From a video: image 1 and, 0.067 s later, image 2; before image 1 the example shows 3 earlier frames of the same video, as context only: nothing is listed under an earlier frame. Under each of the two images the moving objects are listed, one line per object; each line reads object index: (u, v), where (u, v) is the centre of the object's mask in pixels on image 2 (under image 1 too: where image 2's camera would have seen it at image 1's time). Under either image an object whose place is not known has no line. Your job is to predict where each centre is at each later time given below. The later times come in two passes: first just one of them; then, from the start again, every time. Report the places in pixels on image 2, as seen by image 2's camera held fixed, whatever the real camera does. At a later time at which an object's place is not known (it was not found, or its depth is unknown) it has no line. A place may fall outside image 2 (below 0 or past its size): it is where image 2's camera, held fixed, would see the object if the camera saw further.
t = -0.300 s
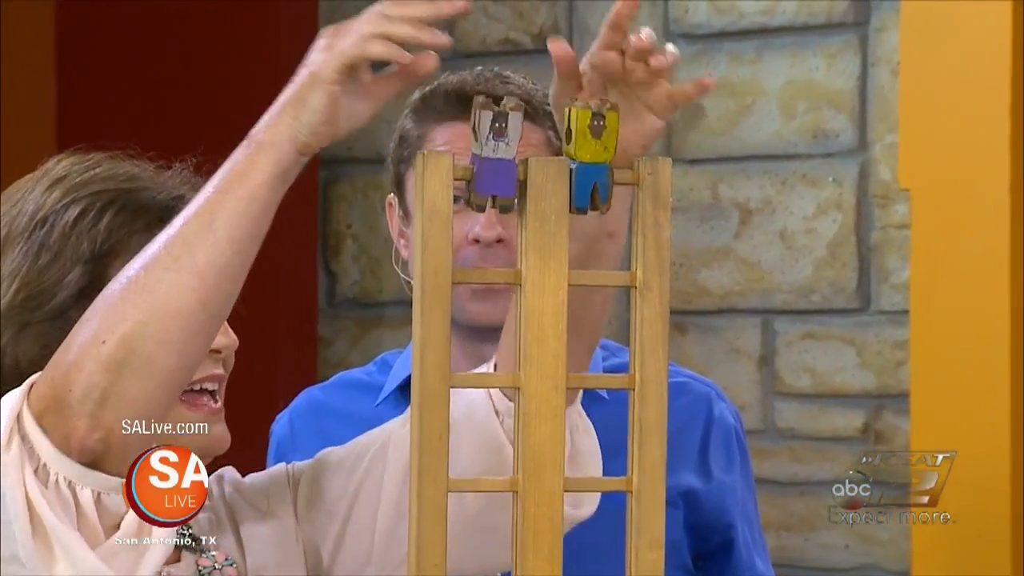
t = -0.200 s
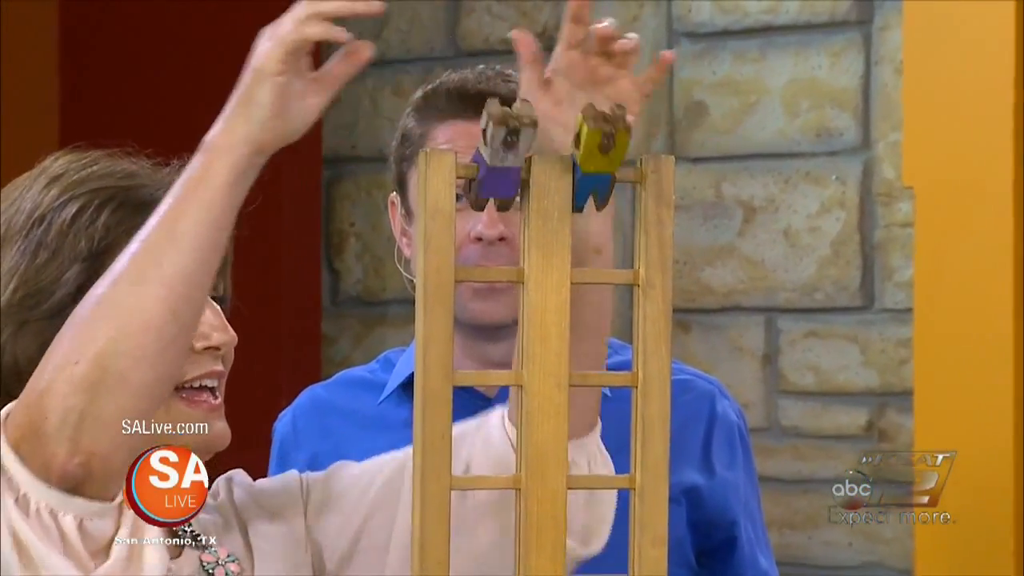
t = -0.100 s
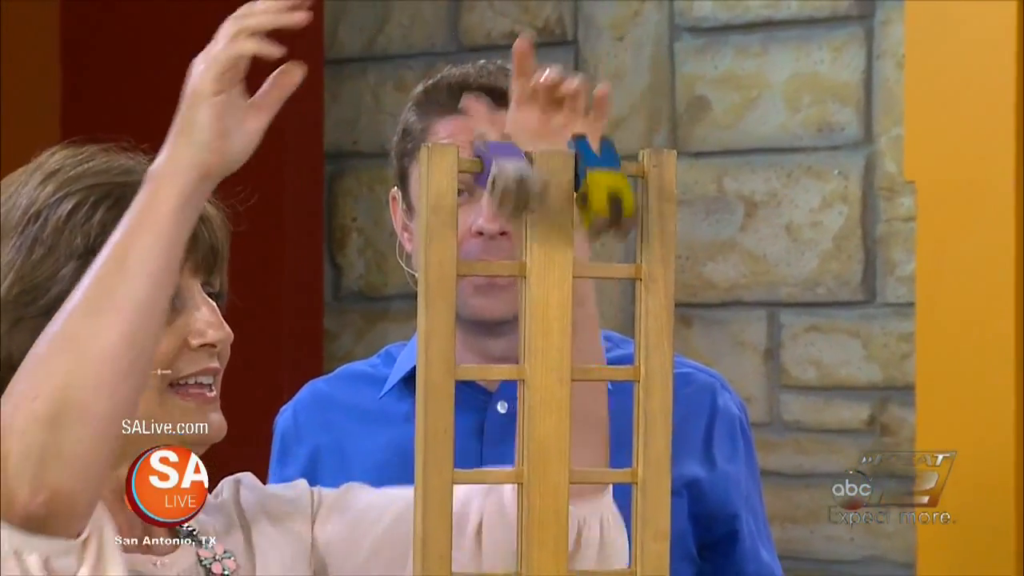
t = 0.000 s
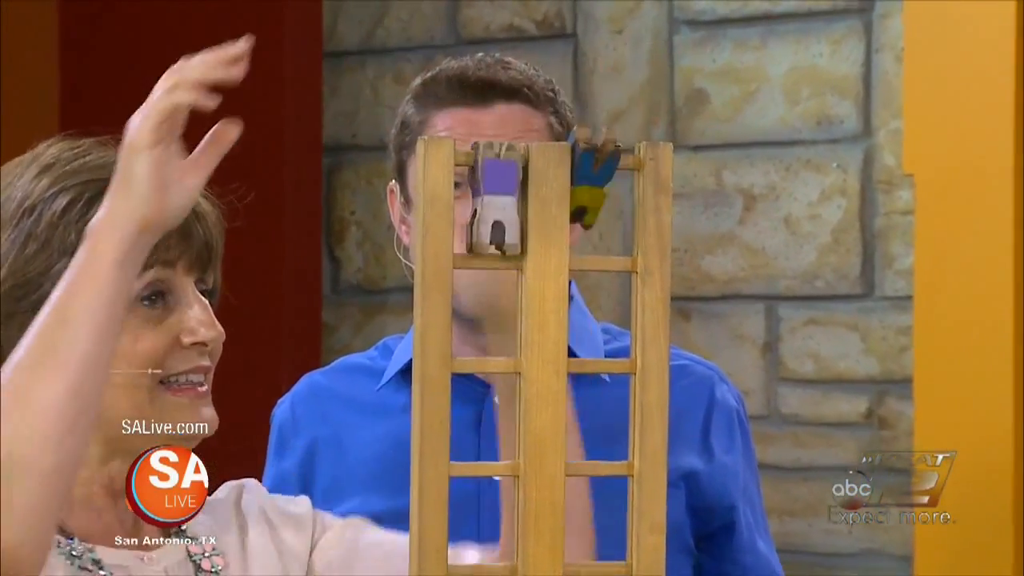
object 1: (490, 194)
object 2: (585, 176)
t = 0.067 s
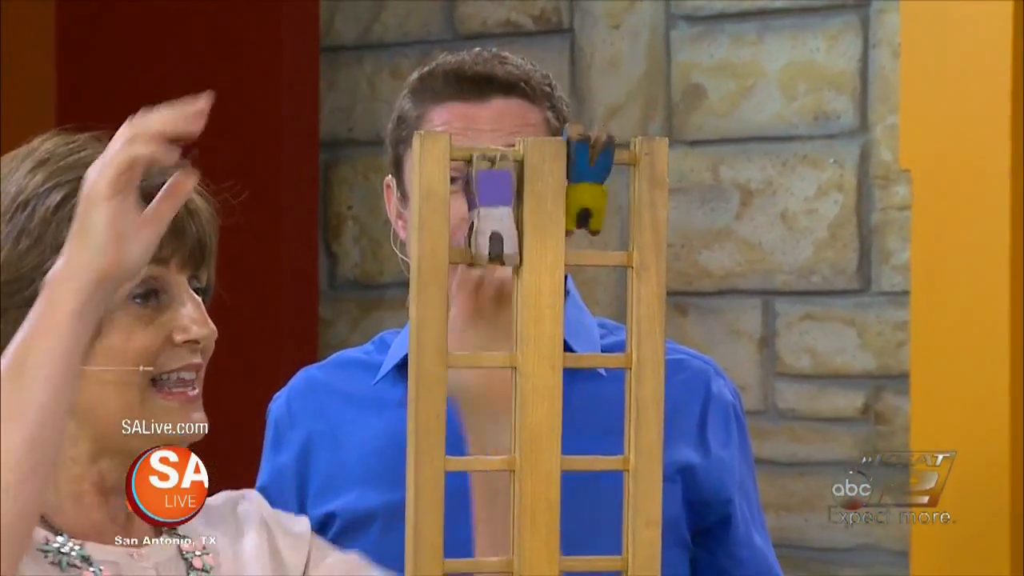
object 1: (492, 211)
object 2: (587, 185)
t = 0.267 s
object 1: (490, 257)
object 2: (601, 233)
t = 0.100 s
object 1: (492, 231)
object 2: (593, 190)
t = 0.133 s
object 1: (490, 234)
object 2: (595, 202)
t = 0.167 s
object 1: (486, 237)
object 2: (594, 212)
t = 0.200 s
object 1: (485, 241)
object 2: (593, 237)
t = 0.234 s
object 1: (485, 246)
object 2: (597, 234)
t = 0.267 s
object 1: (490, 257)
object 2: (601, 233)
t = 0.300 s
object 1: (485, 267)
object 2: (599, 237)
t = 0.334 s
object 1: (487, 284)
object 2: (598, 241)
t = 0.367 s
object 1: (488, 295)
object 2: (596, 241)
